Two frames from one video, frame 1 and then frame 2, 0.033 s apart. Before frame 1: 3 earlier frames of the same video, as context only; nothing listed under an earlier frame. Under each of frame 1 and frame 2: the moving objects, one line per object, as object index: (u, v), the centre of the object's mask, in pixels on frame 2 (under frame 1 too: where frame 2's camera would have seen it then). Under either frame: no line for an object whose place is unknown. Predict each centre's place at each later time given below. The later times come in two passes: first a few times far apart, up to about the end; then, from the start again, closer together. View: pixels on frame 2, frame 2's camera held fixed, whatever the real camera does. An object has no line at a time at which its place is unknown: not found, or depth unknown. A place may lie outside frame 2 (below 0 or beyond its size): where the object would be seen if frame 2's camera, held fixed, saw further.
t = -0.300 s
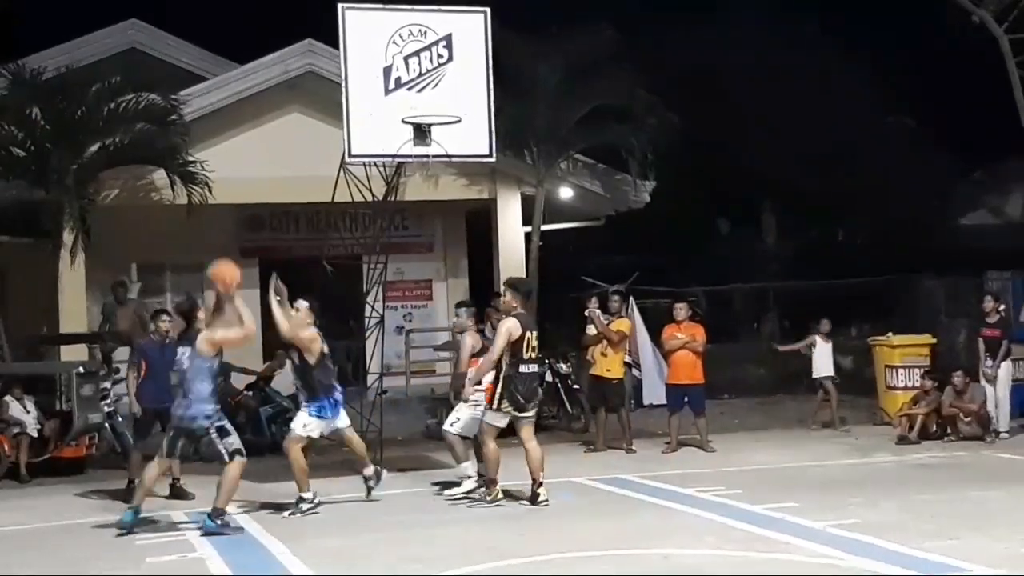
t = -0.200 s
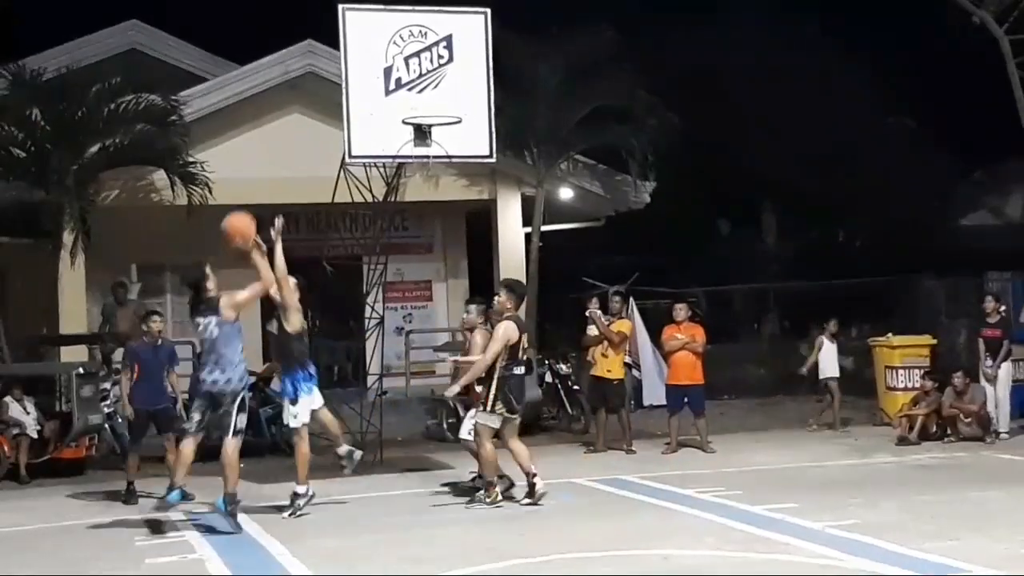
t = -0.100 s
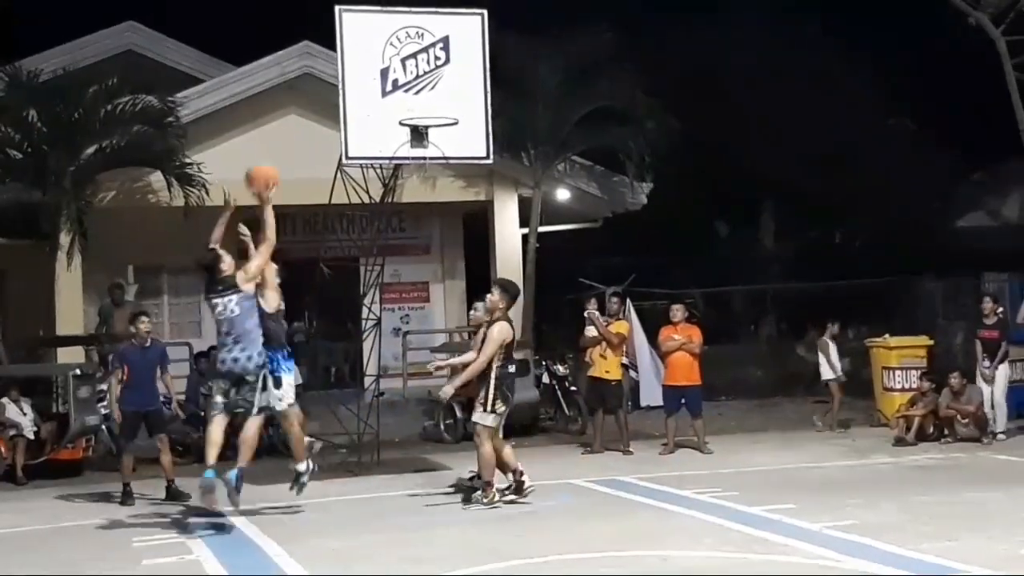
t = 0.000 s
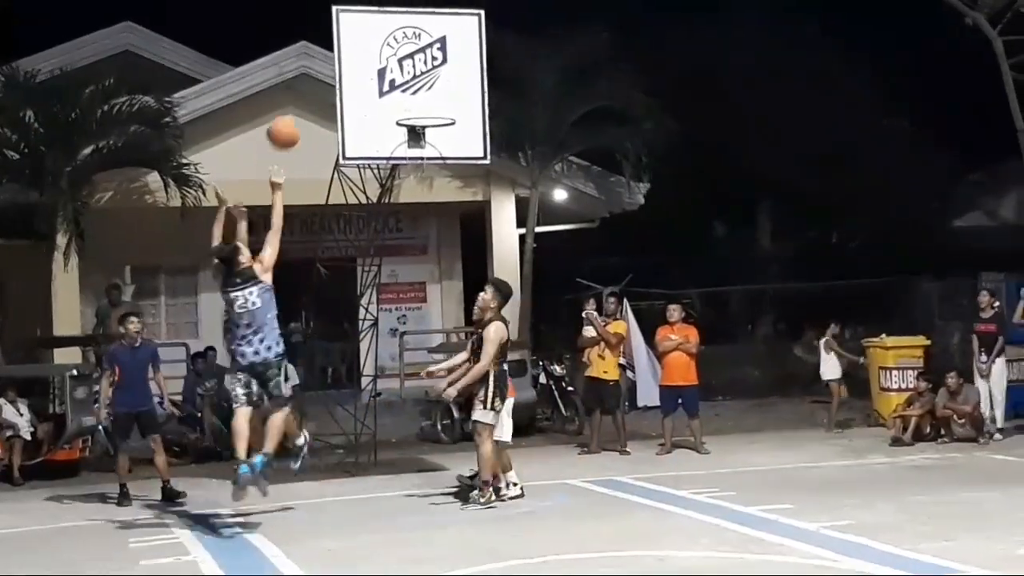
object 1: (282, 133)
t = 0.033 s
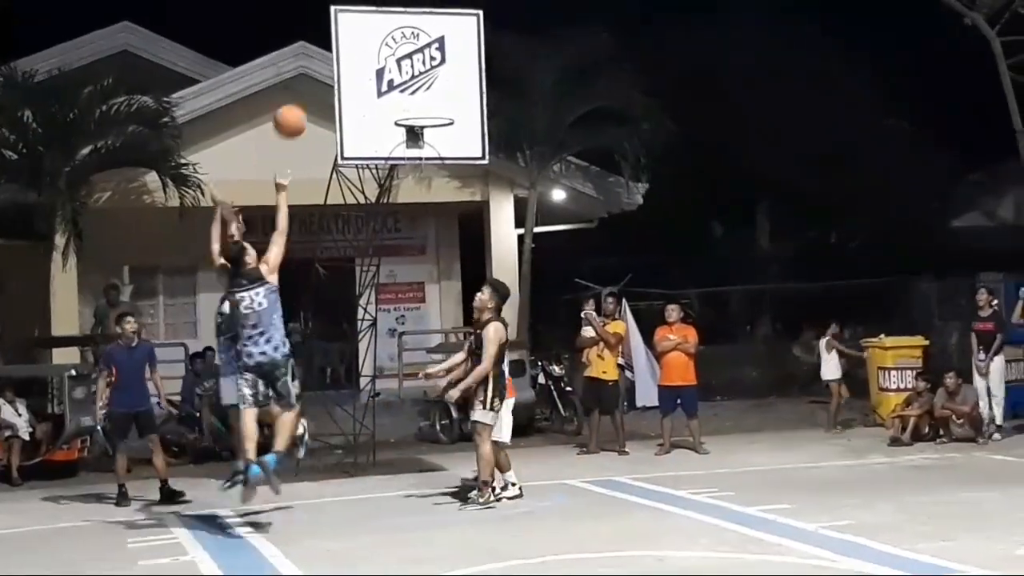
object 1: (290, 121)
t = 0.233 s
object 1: (337, 86)
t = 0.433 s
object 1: (382, 98)
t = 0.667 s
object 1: (412, 92)
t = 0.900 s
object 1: (440, 137)
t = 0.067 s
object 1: (298, 112)
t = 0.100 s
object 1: (306, 103)
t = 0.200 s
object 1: (329, 87)
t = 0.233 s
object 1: (337, 86)
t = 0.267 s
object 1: (344, 86)
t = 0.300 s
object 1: (351, 87)
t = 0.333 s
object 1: (359, 90)
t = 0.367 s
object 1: (366, 91)
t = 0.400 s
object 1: (374, 94)
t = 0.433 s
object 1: (382, 98)
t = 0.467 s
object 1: (390, 104)
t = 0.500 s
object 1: (395, 103)
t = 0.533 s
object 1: (398, 98)
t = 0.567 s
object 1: (401, 95)
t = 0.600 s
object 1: (404, 93)
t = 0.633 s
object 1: (409, 92)
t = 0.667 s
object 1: (412, 92)
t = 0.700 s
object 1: (415, 94)
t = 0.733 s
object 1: (419, 97)
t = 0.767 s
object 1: (423, 103)
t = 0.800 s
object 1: (427, 109)
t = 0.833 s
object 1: (431, 117)
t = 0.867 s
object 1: (435, 126)
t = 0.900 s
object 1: (440, 137)
